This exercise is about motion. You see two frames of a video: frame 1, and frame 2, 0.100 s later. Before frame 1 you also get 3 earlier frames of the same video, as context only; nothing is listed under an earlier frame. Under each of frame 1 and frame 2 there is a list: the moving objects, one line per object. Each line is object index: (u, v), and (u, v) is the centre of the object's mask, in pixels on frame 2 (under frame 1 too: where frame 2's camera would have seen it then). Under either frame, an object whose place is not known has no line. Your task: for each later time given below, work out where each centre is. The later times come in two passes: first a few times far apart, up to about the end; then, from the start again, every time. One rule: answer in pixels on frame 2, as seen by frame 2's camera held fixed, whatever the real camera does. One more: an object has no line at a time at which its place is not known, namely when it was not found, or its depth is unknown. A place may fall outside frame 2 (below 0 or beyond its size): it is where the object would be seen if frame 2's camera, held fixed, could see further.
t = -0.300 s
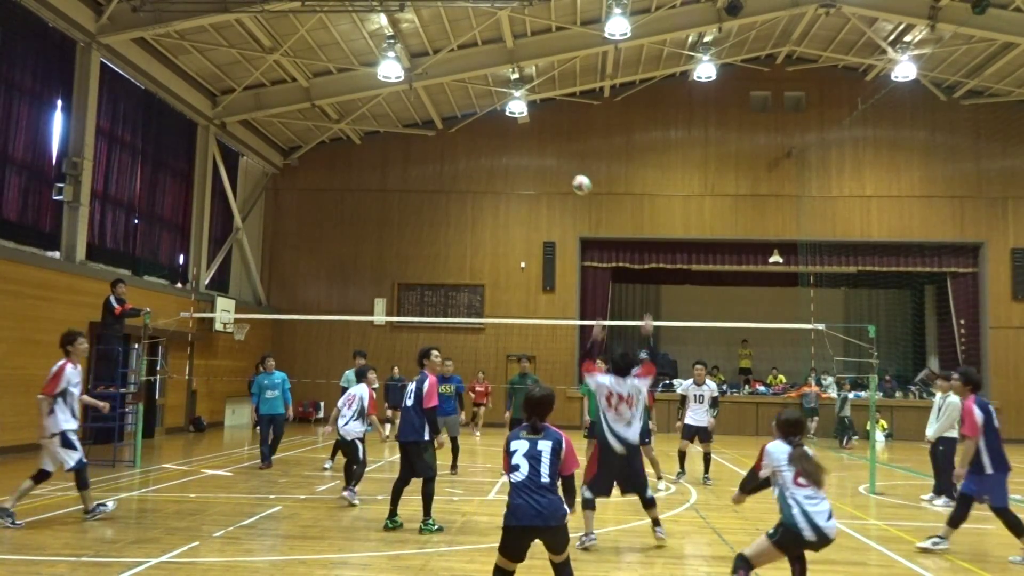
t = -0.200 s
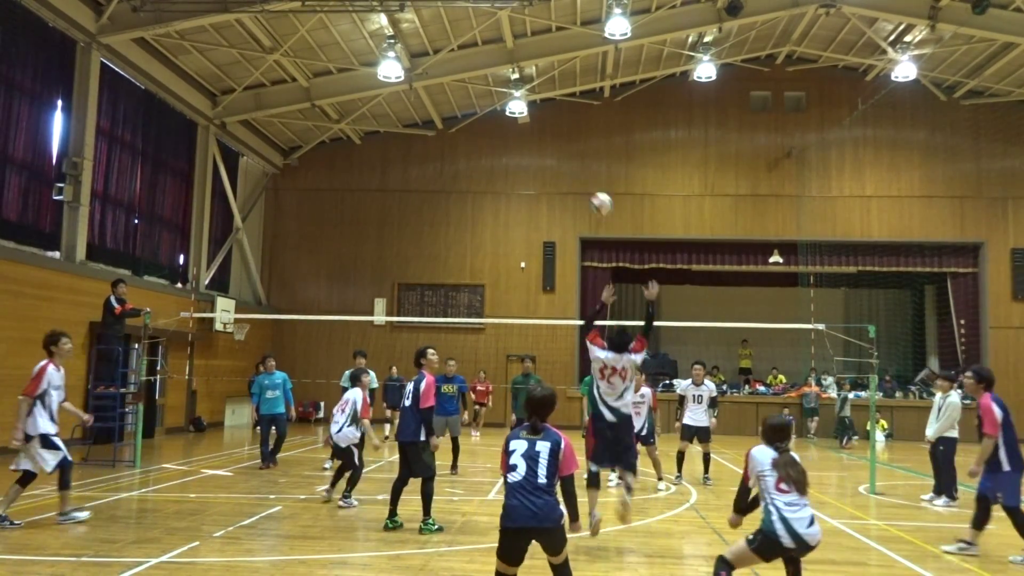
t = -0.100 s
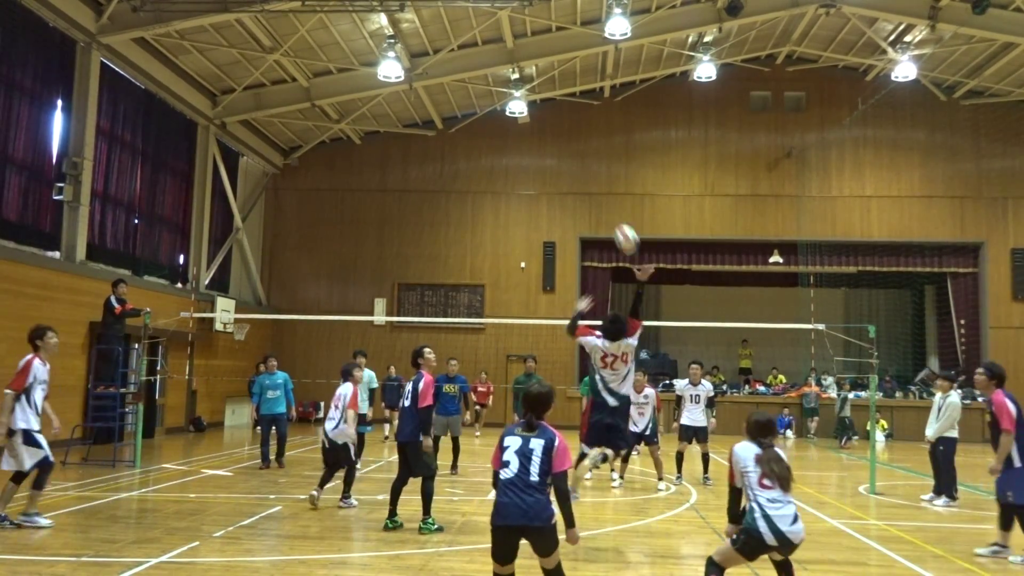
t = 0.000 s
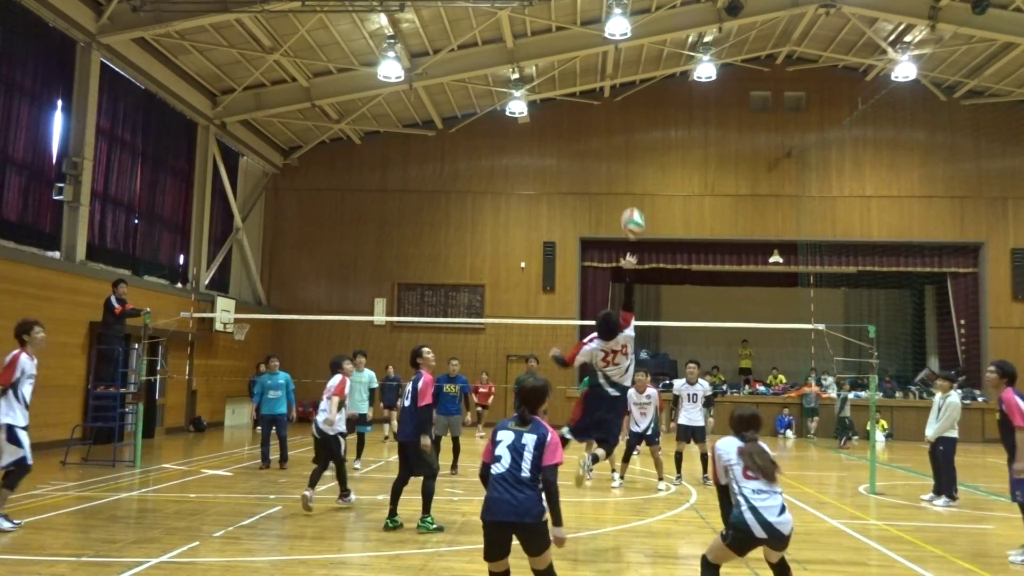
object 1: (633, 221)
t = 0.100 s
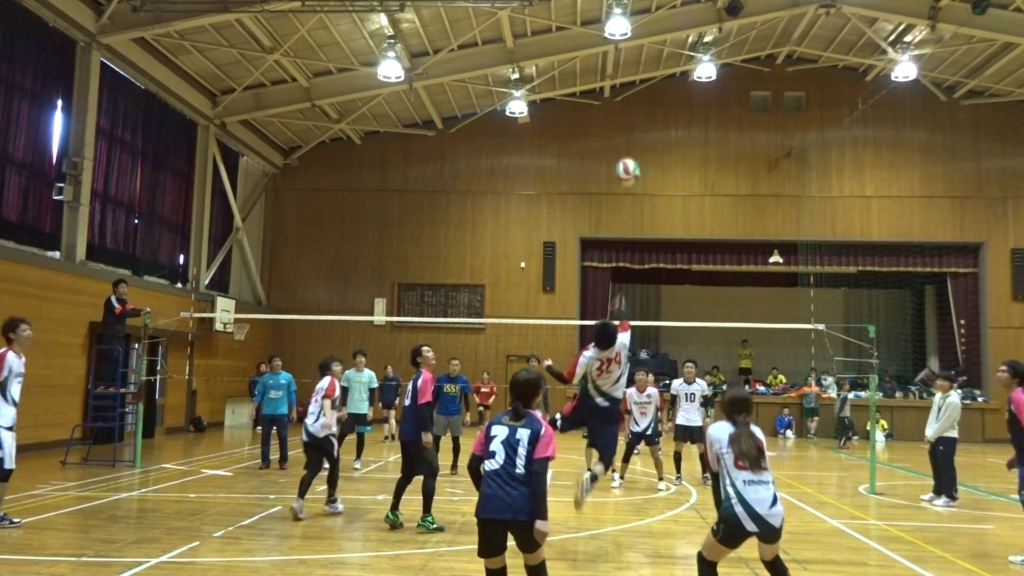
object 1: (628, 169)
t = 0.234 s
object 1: (620, 120)
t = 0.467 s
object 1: (608, 78)
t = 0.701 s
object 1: (593, 96)
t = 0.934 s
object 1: (577, 184)
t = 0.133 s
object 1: (626, 157)
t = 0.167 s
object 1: (624, 143)
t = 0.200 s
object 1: (623, 131)
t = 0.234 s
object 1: (620, 120)
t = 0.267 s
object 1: (619, 109)
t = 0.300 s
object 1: (617, 102)
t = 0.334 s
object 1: (615, 94)
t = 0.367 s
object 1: (613, 88)
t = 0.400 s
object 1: (611, 83)
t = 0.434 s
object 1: (610, 80)
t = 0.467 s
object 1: (608, 78)
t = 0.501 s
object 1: (606, 76)
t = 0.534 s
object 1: (604, 76)
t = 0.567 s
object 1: (601, 77)
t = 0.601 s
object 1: (600, 80)
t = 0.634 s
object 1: (598, 85)
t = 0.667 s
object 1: (596, 90)
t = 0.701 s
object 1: (593, 96)
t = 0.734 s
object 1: (591, 105)
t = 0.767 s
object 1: (589, 114)
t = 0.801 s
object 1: (587, 126)
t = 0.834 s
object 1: (584, 138)
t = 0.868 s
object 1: (582, 151)
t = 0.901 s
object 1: (580, 167)
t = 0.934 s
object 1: (577, 184)
